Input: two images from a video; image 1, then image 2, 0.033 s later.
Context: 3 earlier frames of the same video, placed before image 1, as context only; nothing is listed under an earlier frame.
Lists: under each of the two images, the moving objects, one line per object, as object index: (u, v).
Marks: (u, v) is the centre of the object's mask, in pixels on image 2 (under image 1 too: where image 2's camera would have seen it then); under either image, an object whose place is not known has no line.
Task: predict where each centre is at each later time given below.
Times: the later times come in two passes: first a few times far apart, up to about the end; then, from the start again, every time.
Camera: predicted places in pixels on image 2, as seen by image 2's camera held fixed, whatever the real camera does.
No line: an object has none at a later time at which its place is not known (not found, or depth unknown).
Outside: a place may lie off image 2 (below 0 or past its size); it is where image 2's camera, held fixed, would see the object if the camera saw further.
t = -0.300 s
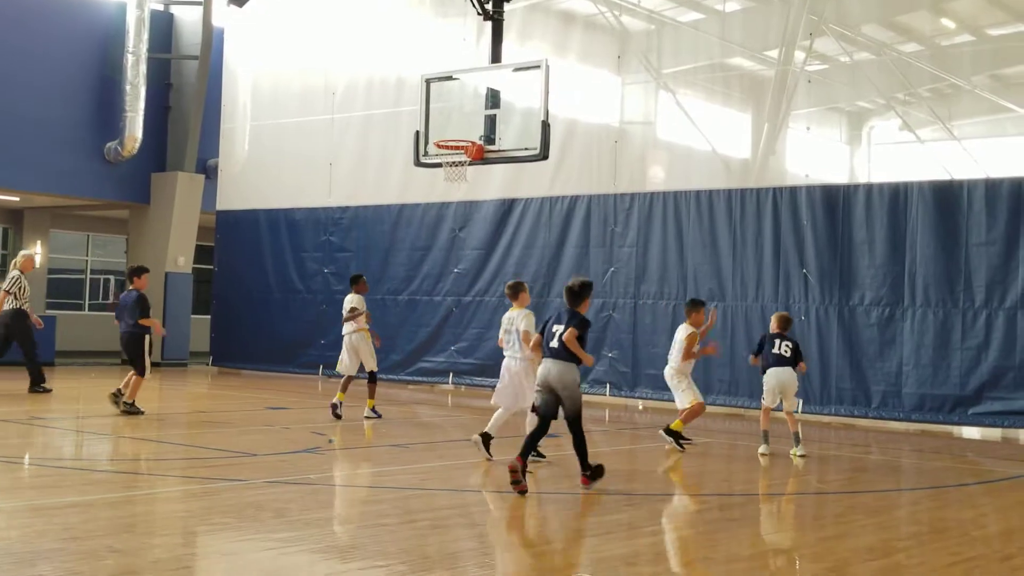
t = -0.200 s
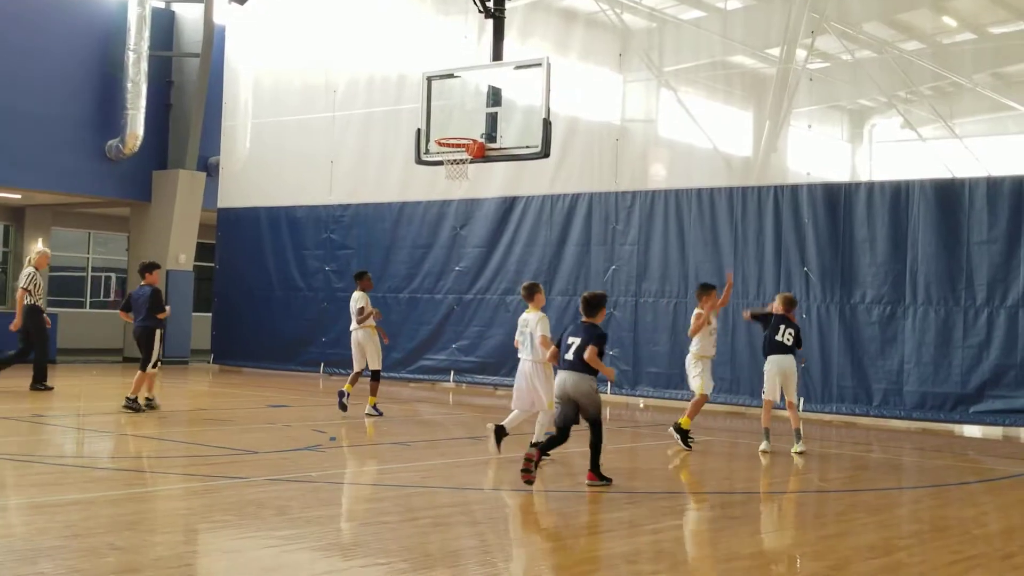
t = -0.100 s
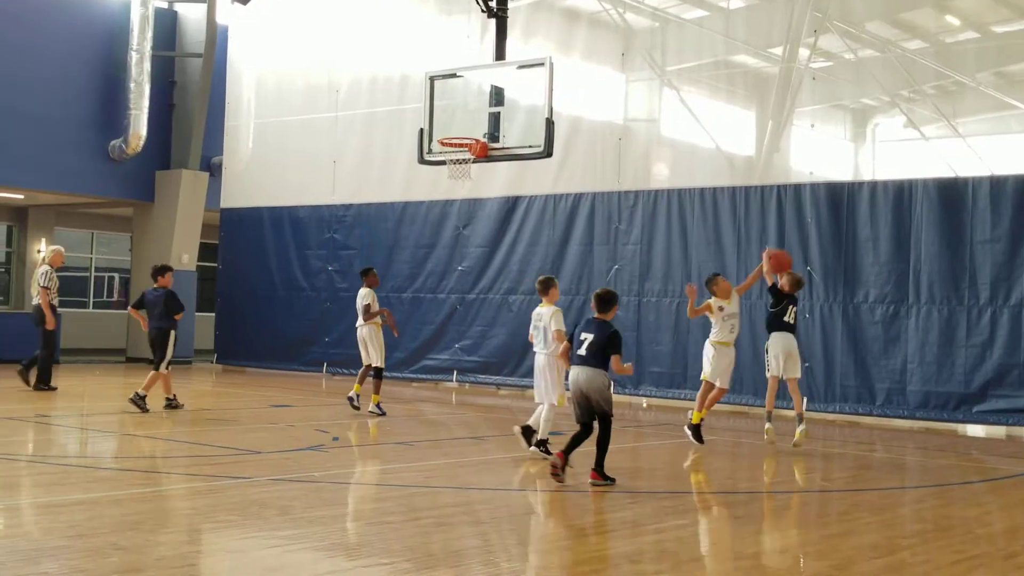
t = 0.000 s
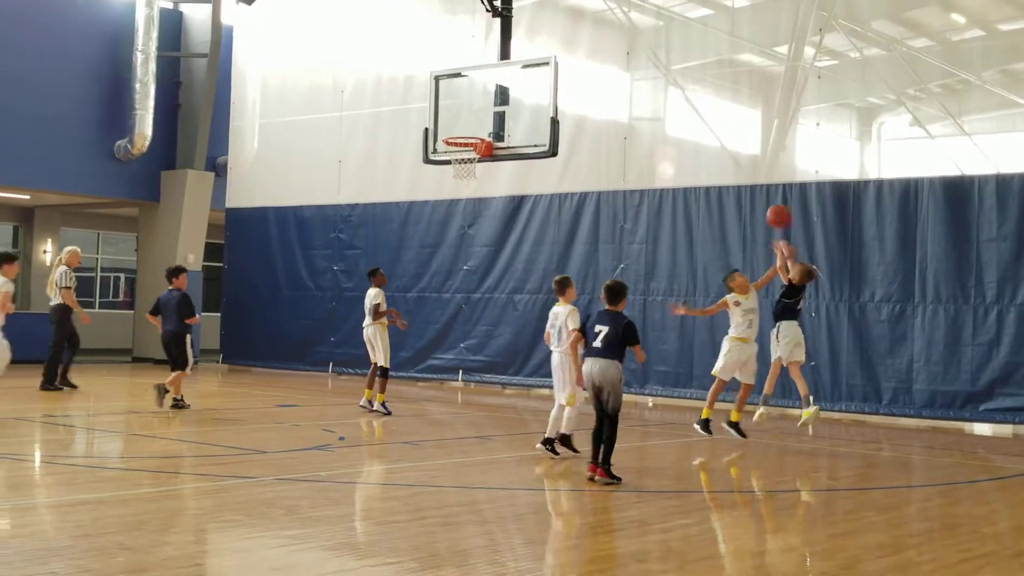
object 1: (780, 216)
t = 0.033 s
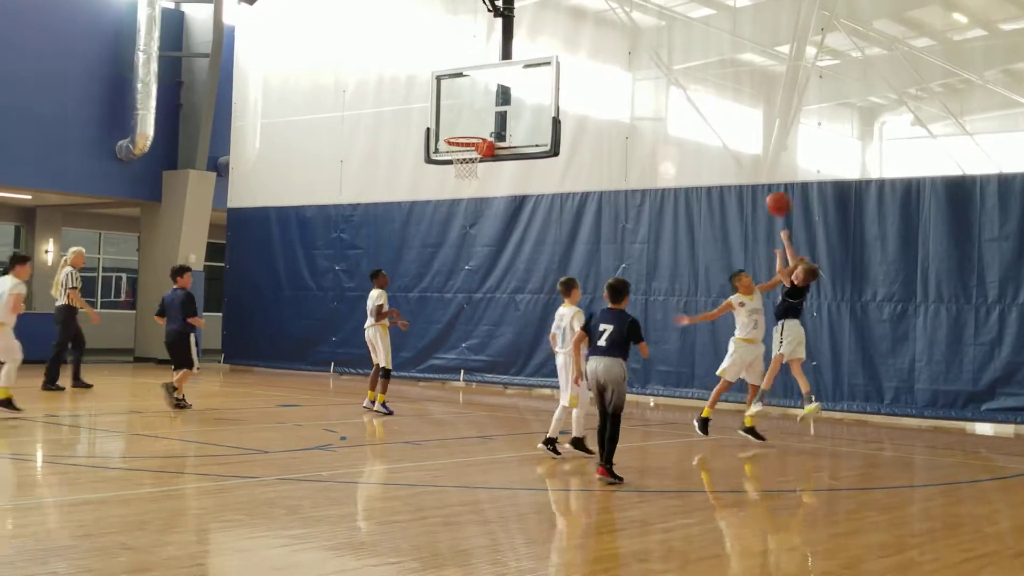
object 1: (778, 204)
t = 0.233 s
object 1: (763, 154)
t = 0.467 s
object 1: (744, 148)
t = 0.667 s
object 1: (727, 184)
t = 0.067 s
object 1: (776, 193)
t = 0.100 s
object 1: (773, 183)
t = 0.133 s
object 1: (771, 173)
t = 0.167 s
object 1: (768, 166)
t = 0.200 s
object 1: (766, 159)
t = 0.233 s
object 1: (763, 154)
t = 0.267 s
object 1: (760, 150)
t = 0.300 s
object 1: (758, 147)
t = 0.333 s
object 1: (755, 145)
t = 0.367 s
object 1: (752, 144)
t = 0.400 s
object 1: (750, 144)
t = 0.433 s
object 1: (747, 145)
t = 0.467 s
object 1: (744, 148)
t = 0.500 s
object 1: (741, 151)
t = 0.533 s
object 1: (738, 156)
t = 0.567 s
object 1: (735, 161)
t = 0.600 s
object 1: (733, 167)
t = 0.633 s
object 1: (730, 175)
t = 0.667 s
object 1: (727, 184)
